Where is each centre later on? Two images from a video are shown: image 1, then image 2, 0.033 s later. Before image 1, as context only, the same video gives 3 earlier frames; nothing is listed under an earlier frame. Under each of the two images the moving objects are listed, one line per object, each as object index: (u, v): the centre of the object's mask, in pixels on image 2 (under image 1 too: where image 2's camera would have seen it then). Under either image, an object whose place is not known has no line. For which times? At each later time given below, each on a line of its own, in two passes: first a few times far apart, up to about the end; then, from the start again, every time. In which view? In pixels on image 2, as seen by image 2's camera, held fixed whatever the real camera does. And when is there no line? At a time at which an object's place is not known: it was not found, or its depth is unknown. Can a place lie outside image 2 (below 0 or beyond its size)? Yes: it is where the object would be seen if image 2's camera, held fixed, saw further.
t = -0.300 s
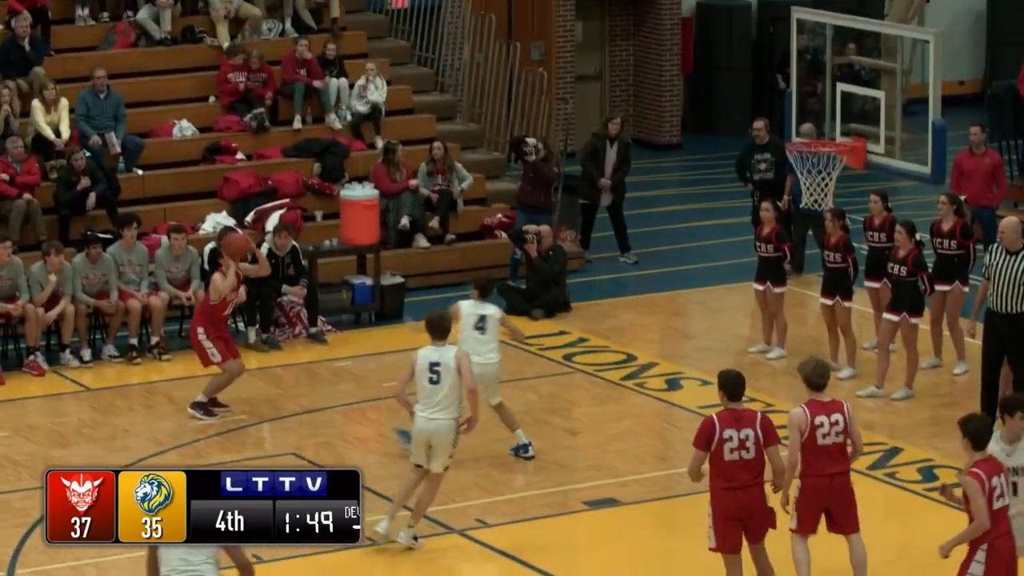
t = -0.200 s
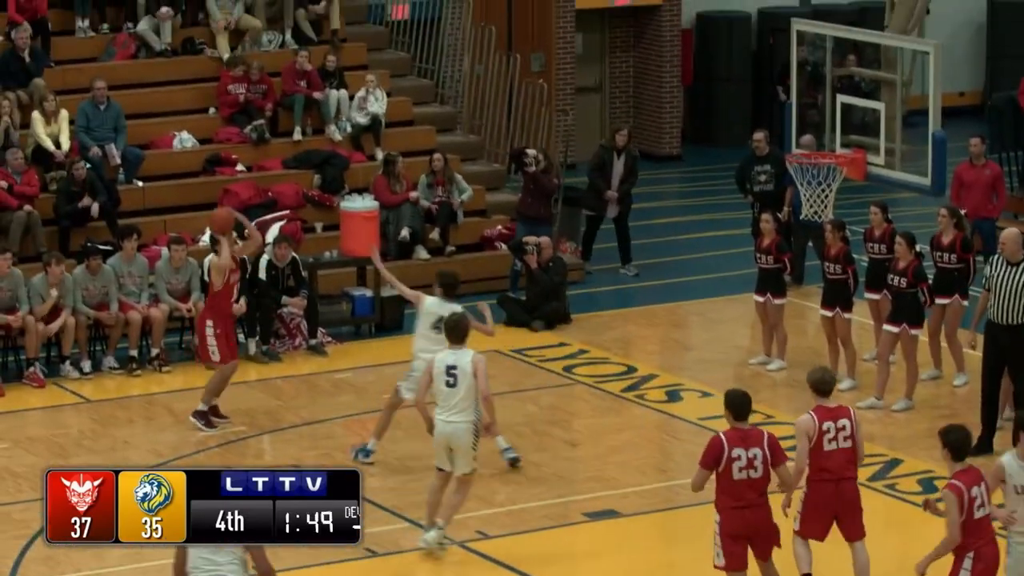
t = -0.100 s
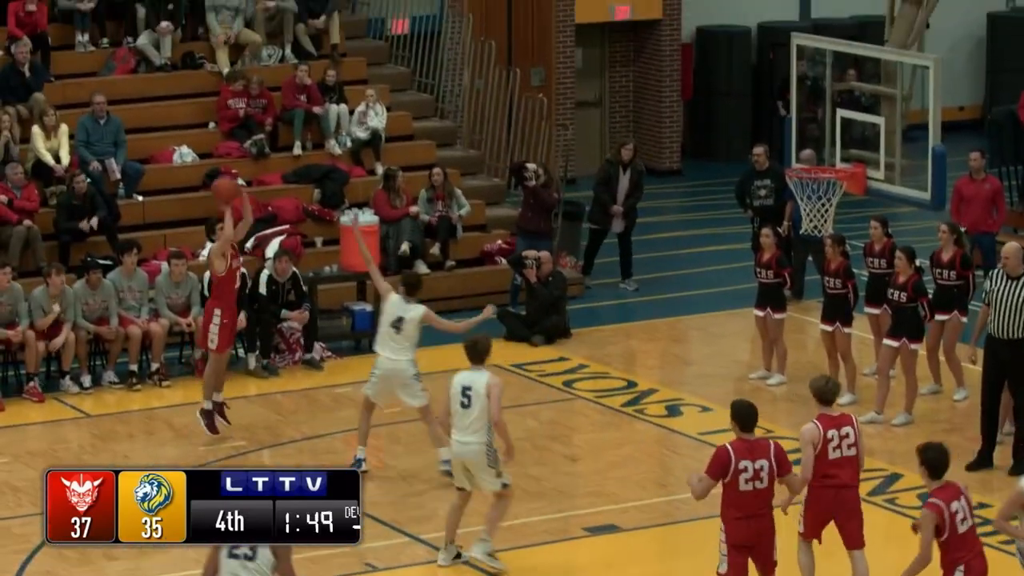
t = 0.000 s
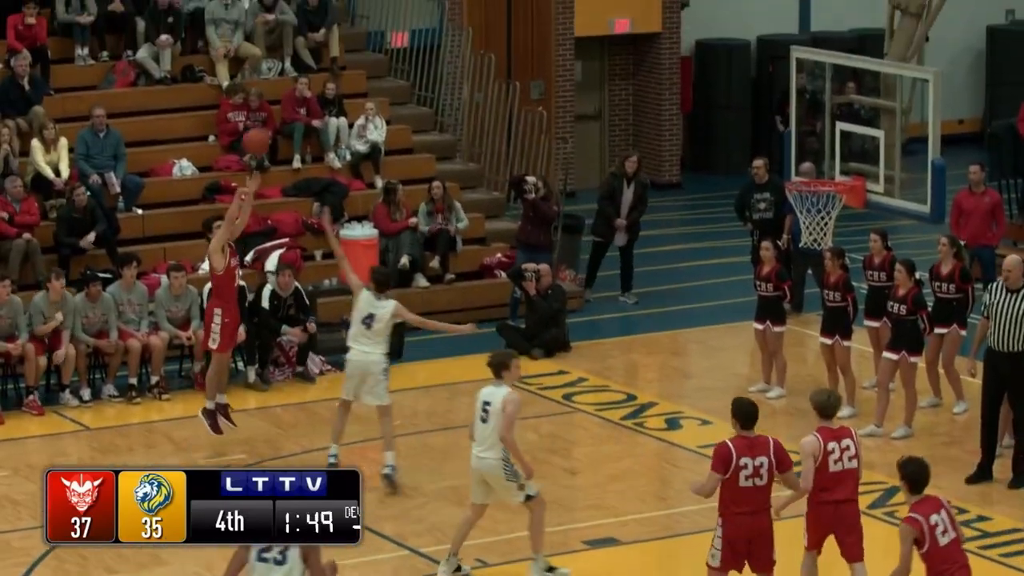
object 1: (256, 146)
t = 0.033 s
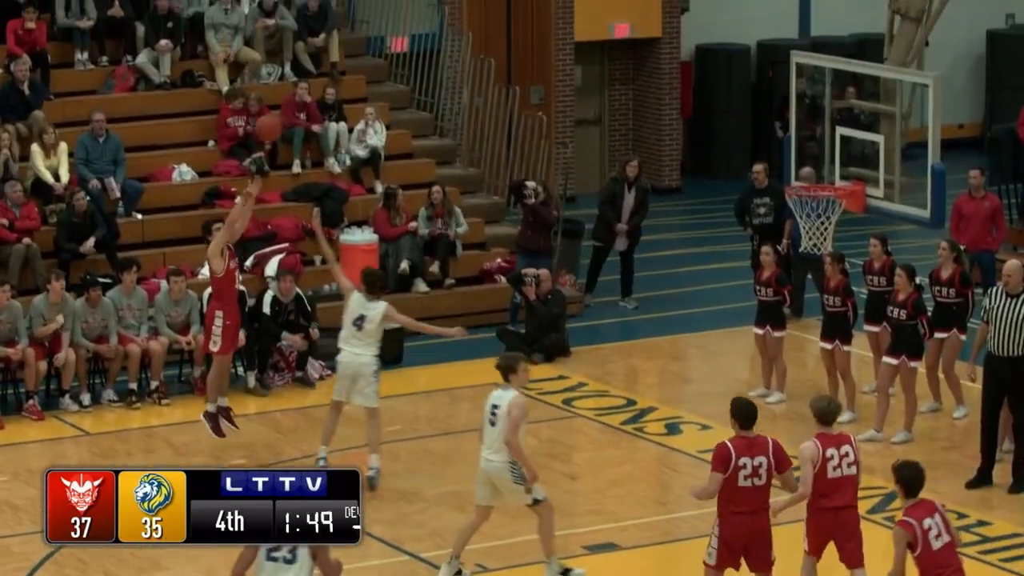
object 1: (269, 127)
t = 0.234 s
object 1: (356, 37)
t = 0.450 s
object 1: (455, -14)
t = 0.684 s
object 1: (566, -11)
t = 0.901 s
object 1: (673, 59)
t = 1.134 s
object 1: (750, 182)
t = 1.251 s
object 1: (665, 197)
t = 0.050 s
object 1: (276, 120)
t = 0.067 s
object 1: (283, 110)
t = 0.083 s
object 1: (290, 103)
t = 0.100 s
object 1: (296, 93)
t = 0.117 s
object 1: (306, 84)
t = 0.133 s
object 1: (313, 77)
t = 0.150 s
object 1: (321, 69)
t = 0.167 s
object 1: (327, 62)
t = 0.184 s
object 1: (334, 57)
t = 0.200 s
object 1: (341, 48)
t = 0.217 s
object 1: (349, 43)
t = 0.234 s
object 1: (356, 37)
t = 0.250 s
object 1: (363, 31)
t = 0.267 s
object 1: (370, 25)
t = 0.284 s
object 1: (379, 20)
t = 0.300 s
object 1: (386, 15)
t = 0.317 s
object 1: (394, 10)
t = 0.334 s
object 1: (402, 6)
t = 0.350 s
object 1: (409, 2)
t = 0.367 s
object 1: (417, -2)
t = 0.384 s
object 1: (423, -5)
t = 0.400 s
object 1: (431, -8)
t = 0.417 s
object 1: (440, -10)
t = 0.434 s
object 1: (448, -13)
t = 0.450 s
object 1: (455, -14)
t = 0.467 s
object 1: (463, -18)
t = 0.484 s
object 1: (470, -19)
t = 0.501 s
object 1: (478, -21)
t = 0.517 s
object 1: (487, -22)
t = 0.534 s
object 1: (493, -23)
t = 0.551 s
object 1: (502, -23)
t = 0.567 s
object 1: (510, -22)
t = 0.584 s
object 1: (518, -22)
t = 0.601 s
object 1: (526, -20)
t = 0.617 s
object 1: (533, -18)
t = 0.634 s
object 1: (540, -17)
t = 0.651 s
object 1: (549, -16)
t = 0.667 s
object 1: (558, -13)
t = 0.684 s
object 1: (566, -11)
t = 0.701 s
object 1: (574, -7)
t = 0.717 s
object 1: (582, -3)
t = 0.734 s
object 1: (591, 1)
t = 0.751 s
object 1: (598, 5)
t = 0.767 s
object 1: (606, 9)
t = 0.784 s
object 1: (614, 14)
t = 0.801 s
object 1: (623, 19)
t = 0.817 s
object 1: (631, 26)
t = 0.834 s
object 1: (639, 32)
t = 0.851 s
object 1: (646, 38)
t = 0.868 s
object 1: (654, 44)
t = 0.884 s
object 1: (663, 50)
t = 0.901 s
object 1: (673, 59)
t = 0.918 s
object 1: (681, 67)
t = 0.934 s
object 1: (689, 75)
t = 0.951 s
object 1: (698, 84)
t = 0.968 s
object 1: (706, 92)
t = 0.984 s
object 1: (714, 101)
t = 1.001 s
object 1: (722, 111)
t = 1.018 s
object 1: (731, 122)
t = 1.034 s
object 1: (739, 132)
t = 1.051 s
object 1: (747, 143)
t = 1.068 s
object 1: (756, 155)
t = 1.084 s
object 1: (764, 167)
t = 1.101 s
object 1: (770, 177)
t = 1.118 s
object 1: (764, 180)
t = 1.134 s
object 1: (750, 182)
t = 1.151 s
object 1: (739, 183)
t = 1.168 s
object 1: (726, 185)
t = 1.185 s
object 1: (714, 187)
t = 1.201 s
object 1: (703, 188)
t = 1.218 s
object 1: (691, 192)
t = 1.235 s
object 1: (678, 195)
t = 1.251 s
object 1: (665, 197)
